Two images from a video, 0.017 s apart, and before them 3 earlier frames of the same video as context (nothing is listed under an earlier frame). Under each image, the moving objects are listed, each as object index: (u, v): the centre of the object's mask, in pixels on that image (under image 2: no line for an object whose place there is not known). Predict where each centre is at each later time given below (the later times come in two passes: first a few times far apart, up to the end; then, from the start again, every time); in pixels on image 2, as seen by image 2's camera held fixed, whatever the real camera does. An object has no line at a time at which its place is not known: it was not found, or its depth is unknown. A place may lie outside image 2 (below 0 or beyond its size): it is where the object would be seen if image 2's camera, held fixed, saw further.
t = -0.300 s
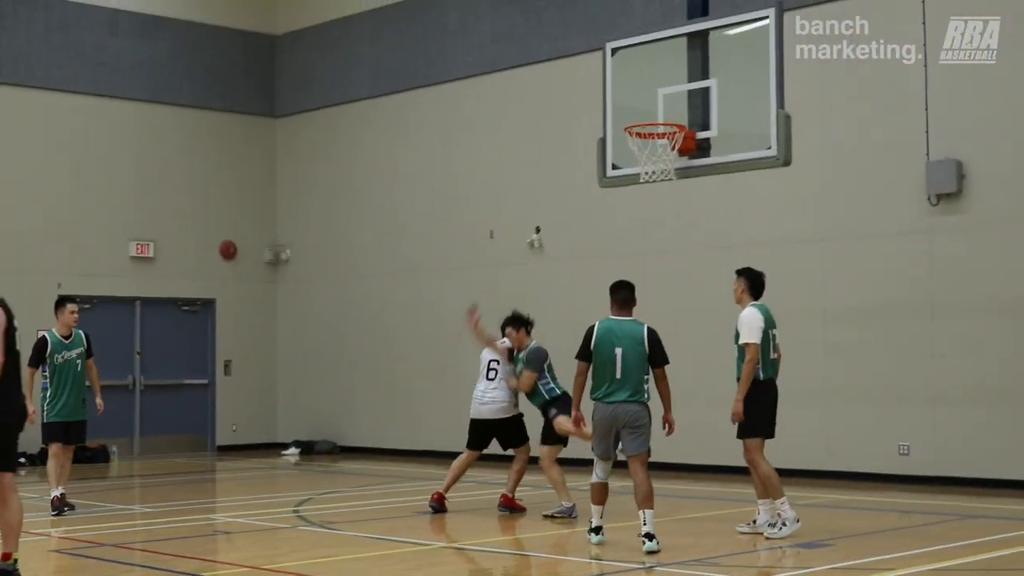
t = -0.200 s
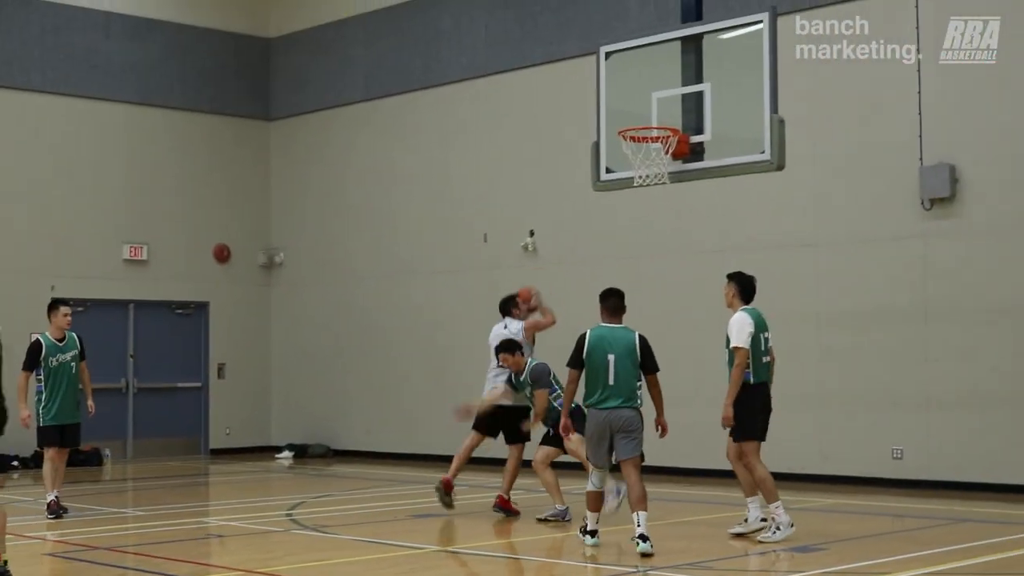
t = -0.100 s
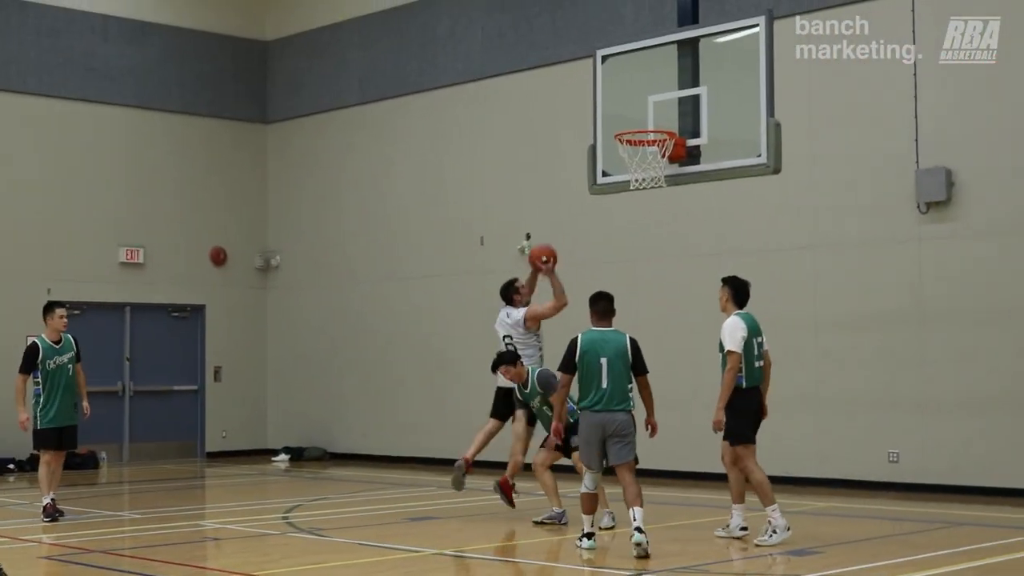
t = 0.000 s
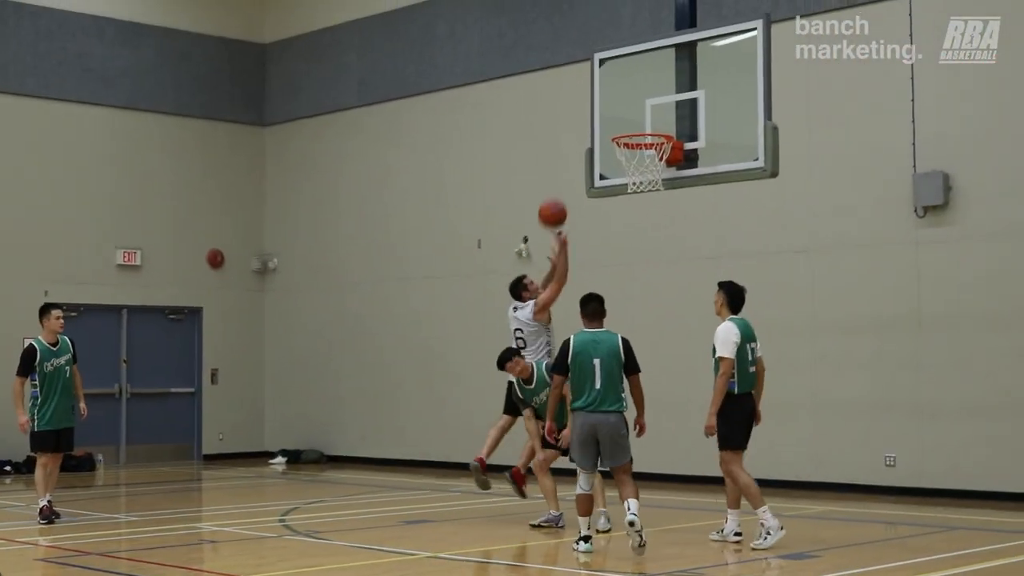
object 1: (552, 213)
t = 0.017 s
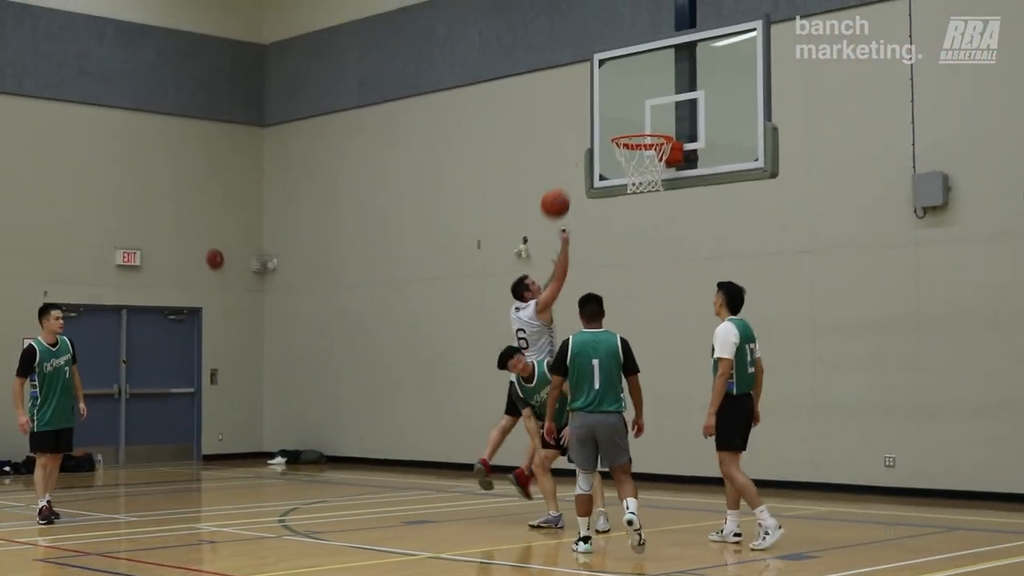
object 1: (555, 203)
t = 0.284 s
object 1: (605, 83)
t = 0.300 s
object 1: (608, 79)
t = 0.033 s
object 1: (558, 194)
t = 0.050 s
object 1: (561, 184)
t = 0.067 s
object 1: (564, 175)
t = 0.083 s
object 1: (567, 166)
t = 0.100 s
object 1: (570, 157)
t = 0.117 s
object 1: (573, 149)
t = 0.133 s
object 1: (576, 141)
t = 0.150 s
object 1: (579, 133)
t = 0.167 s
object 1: (583, 126)
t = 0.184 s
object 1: (585, 119)
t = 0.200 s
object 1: (589, 113)
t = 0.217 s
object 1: (592, 106)
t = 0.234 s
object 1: (595, 100)
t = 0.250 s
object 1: (598, 94)
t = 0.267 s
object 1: (601, 89)
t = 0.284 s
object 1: (605, 83)
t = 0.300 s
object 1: (608, 79)
